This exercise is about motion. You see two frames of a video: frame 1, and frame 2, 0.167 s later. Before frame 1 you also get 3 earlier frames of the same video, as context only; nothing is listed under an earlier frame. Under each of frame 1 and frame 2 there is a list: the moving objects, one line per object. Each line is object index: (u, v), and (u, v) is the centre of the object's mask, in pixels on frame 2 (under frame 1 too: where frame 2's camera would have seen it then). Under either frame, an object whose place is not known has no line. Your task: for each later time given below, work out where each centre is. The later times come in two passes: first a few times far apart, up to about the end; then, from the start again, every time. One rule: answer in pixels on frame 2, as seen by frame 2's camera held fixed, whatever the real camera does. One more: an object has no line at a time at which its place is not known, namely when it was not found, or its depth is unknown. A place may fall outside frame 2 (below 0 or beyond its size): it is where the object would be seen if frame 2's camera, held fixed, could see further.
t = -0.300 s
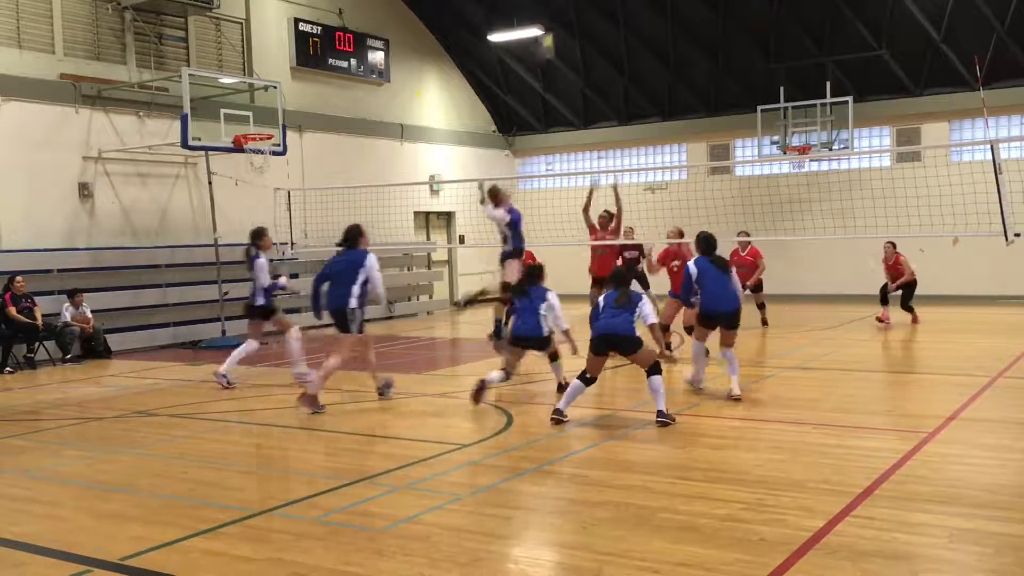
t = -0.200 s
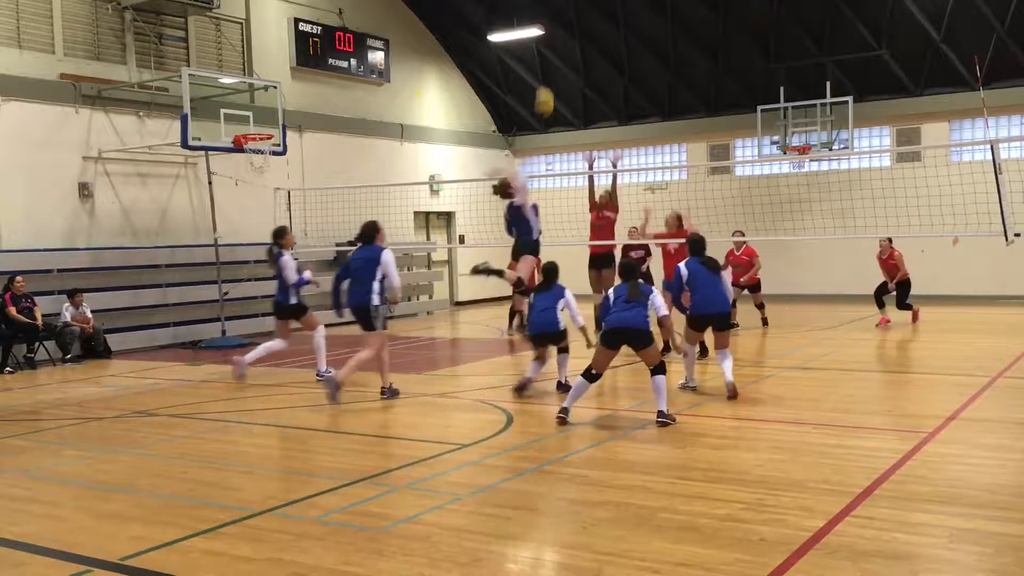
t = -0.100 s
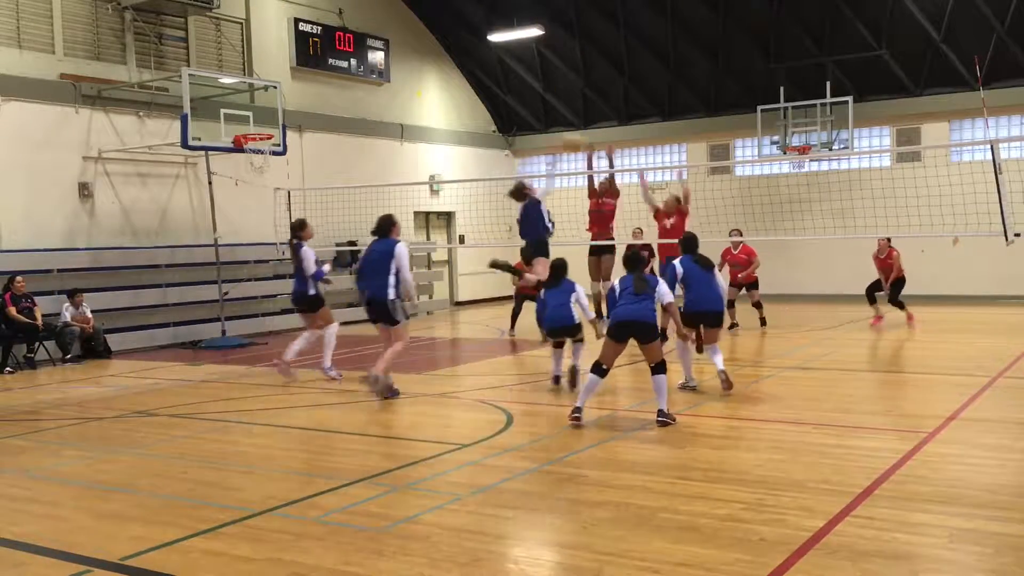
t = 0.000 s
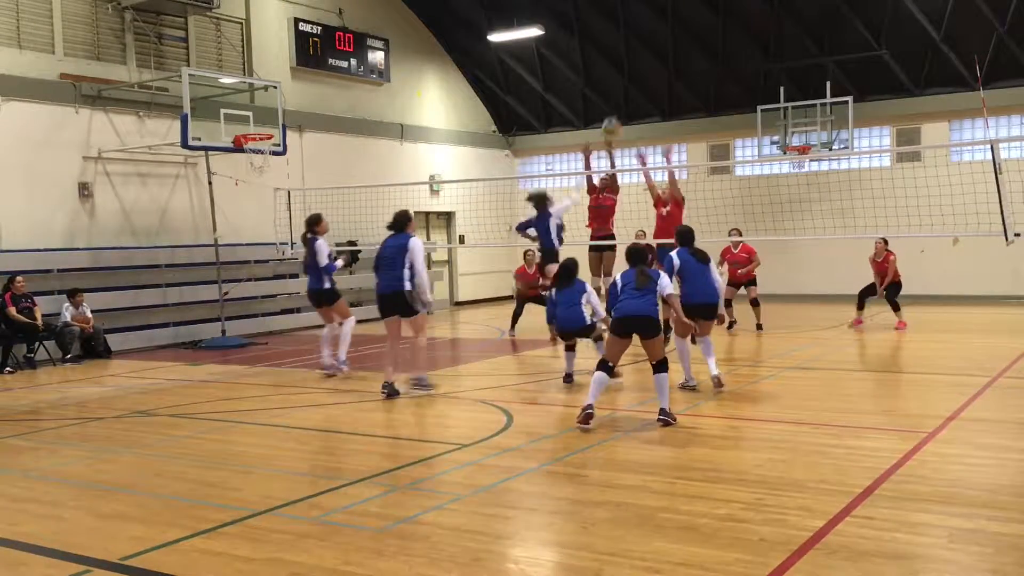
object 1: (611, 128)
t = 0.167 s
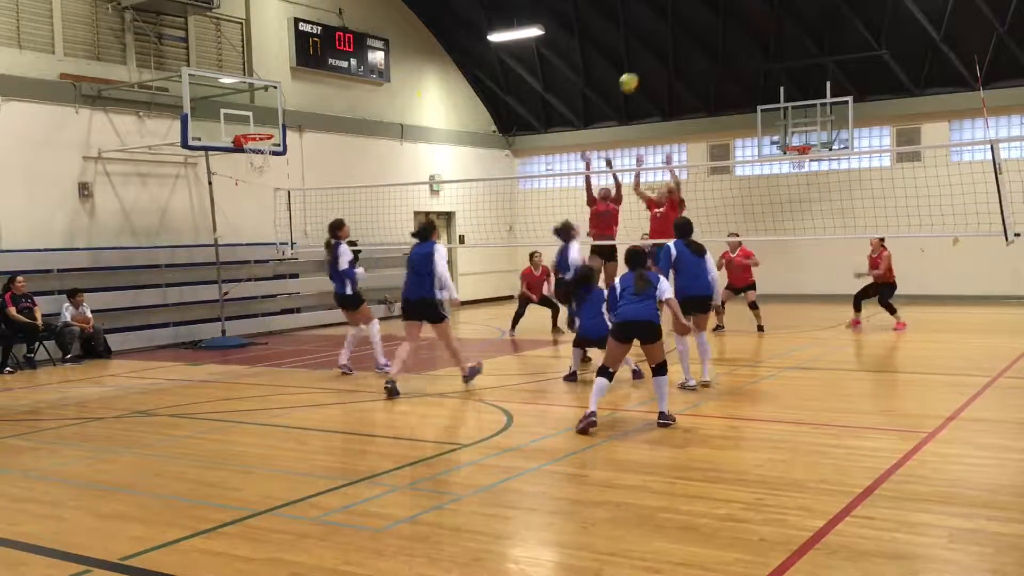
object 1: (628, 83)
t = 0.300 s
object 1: (644, 64)
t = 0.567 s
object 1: (673, 71)
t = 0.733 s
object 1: (692, 106)
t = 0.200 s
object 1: (632, 76)
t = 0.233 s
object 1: (636, 71)
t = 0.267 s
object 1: (639, 67)
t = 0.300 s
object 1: (644, 64)
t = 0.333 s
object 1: (647, 62)
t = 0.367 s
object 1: (651, 60)
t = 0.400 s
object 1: (654, 60)
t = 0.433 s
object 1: (658, 60)
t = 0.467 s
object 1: (662, 61)
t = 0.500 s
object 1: (665, 63)
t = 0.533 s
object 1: (669, 67)
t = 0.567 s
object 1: (673, 71)
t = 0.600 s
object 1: (677, 75)
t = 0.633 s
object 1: (681, 82)
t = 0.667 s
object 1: (685, 89)
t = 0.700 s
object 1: (689, 96)
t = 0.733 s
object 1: (692, 106)
